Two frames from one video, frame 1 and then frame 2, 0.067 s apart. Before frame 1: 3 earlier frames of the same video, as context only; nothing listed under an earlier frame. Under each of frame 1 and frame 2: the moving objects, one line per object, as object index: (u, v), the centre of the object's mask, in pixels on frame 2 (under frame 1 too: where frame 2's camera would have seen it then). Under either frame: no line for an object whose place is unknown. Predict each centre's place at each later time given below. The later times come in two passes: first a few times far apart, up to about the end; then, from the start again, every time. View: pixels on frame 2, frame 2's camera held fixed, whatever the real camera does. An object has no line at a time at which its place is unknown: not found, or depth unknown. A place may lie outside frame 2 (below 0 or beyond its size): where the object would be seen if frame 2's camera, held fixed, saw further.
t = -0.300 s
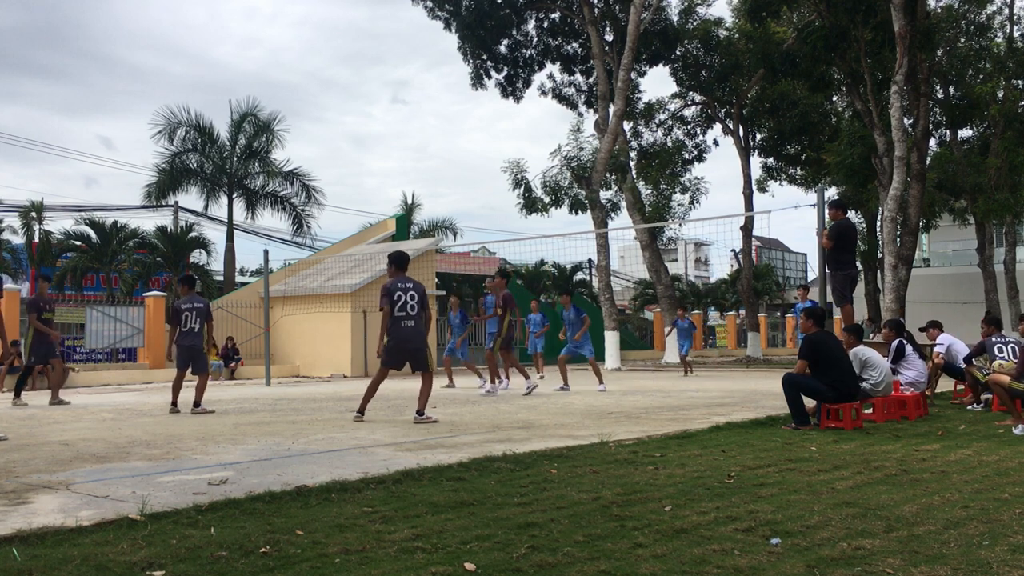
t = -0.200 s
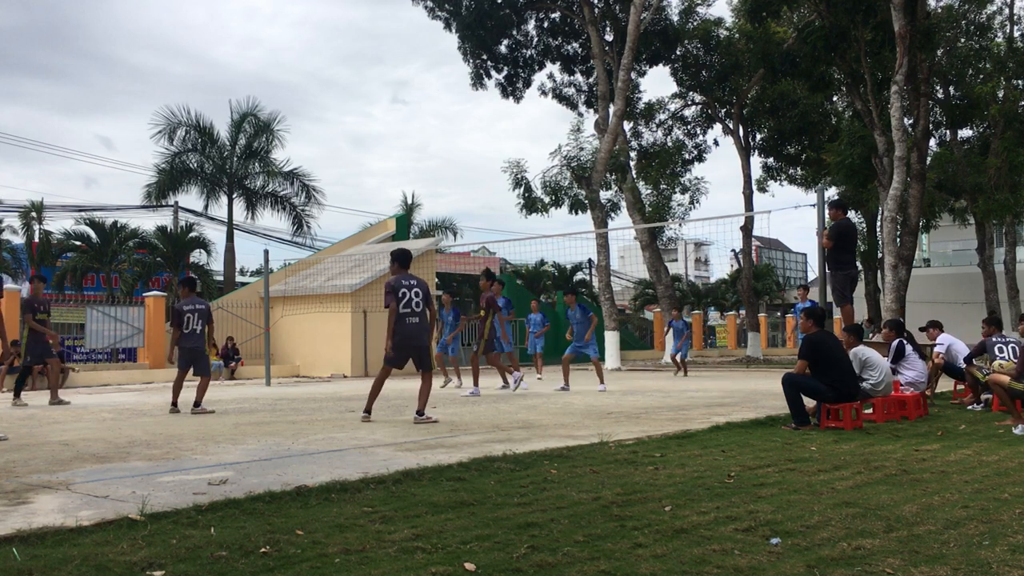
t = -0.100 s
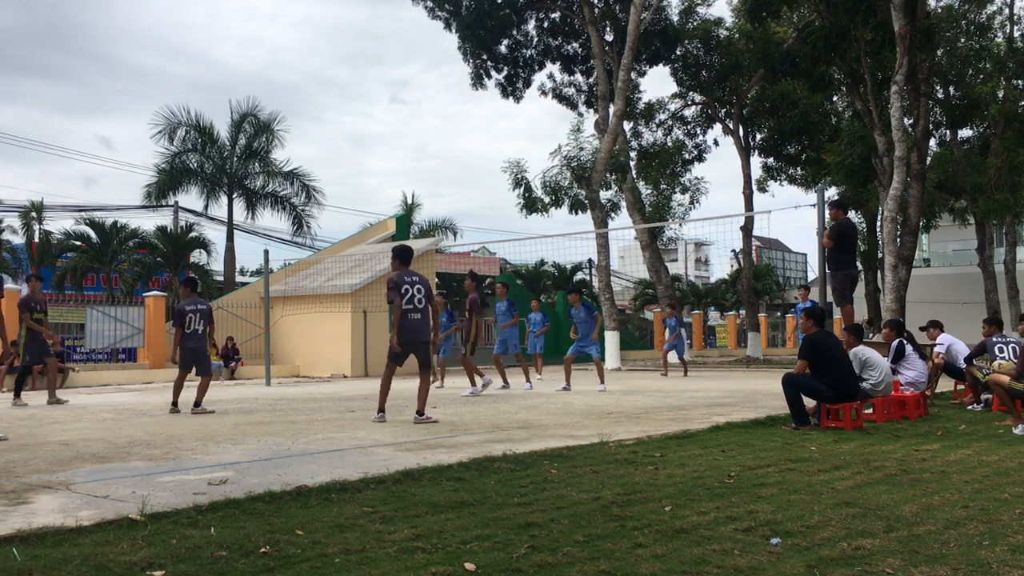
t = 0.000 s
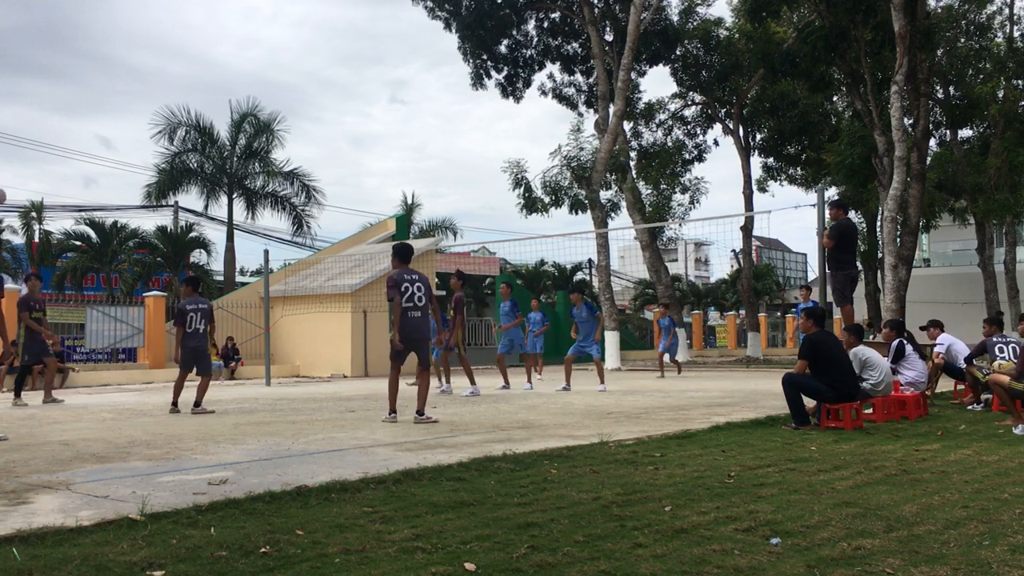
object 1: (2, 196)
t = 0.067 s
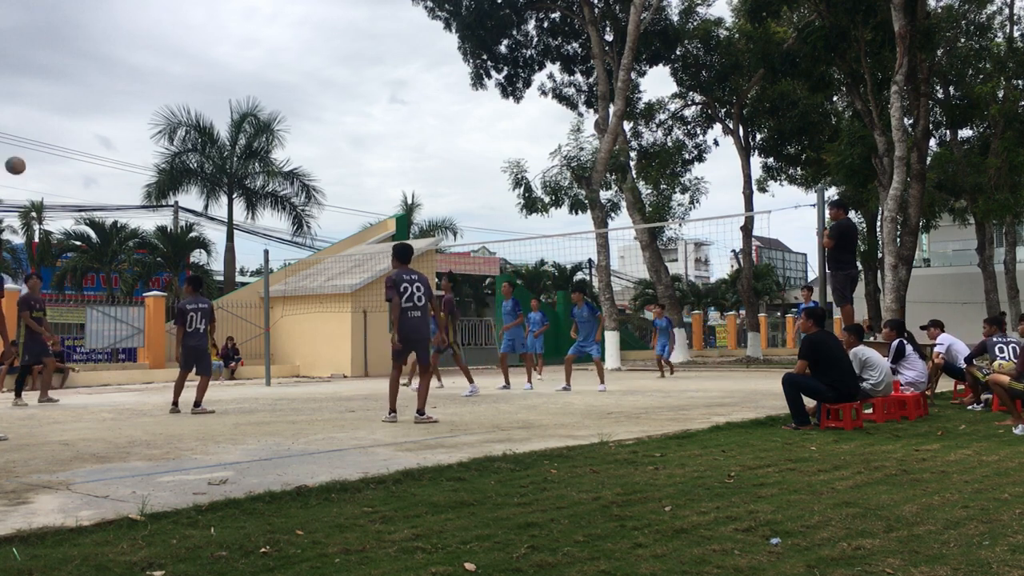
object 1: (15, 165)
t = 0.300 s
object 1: (77, 94)
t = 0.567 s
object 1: (137, 71)
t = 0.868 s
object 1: (198, 110)
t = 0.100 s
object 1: (25, 152)
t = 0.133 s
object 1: (34, 140)
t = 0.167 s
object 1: (43, 129)
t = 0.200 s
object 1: (52, 119)
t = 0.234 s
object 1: (60, 110)
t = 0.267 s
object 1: (69, 102)
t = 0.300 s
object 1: (77, 94)
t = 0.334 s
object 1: (85, 89)
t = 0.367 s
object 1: (93, 83)
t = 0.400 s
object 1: (101, 79)
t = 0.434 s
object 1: (108, 76)
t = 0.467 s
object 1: (116, 73)
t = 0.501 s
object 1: (123, 72)
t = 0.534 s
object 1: (130, 71)
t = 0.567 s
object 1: (137, 71)
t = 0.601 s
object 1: (144, 73)
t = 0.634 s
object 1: (151, 74)
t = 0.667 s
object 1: (158, 77)
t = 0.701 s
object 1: (165, 81)
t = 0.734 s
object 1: (172, 85)
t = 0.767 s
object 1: (178, 90)
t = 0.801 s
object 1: (185, 96)
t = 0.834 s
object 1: (191, 102)
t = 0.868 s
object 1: (198, 110)
